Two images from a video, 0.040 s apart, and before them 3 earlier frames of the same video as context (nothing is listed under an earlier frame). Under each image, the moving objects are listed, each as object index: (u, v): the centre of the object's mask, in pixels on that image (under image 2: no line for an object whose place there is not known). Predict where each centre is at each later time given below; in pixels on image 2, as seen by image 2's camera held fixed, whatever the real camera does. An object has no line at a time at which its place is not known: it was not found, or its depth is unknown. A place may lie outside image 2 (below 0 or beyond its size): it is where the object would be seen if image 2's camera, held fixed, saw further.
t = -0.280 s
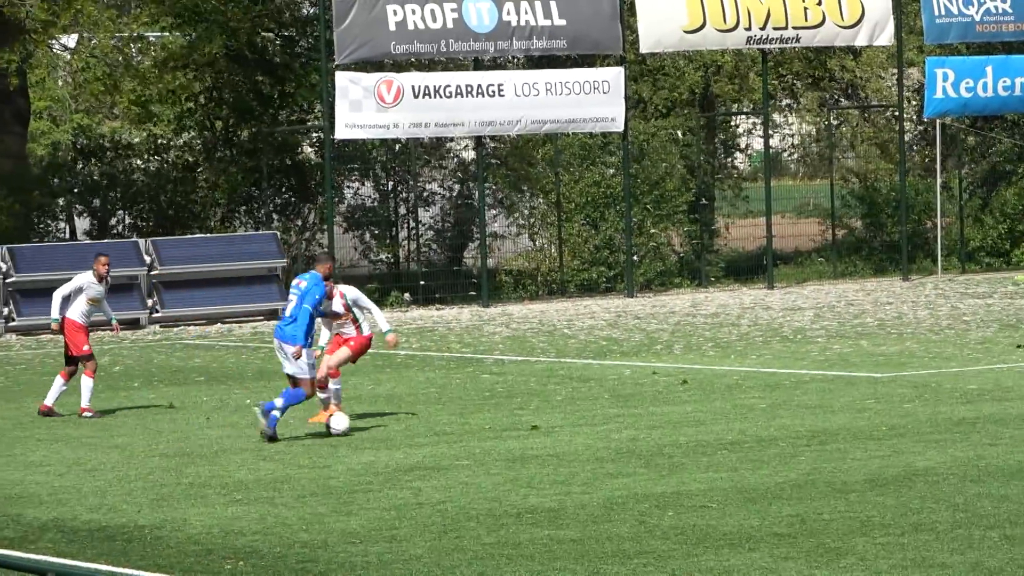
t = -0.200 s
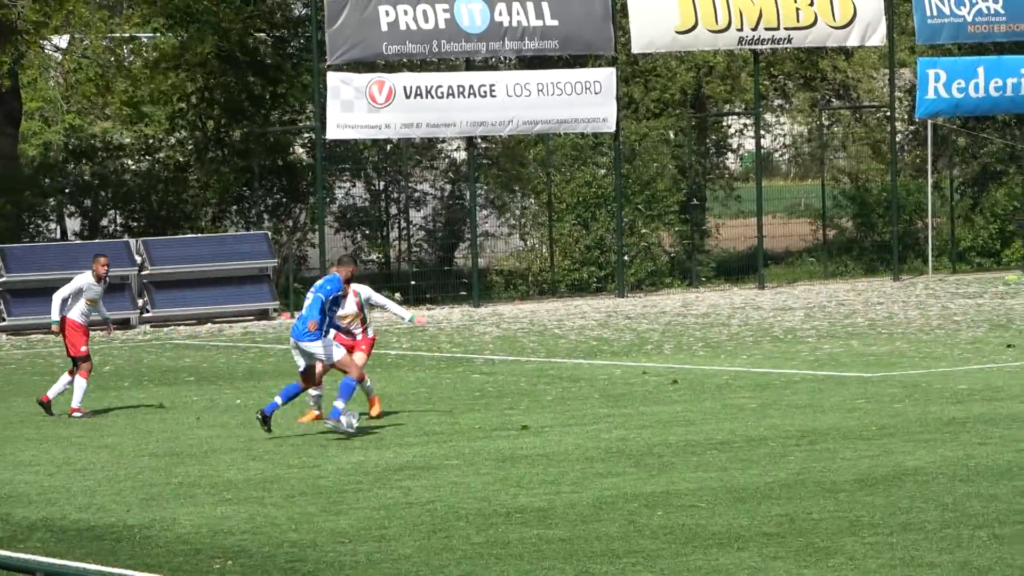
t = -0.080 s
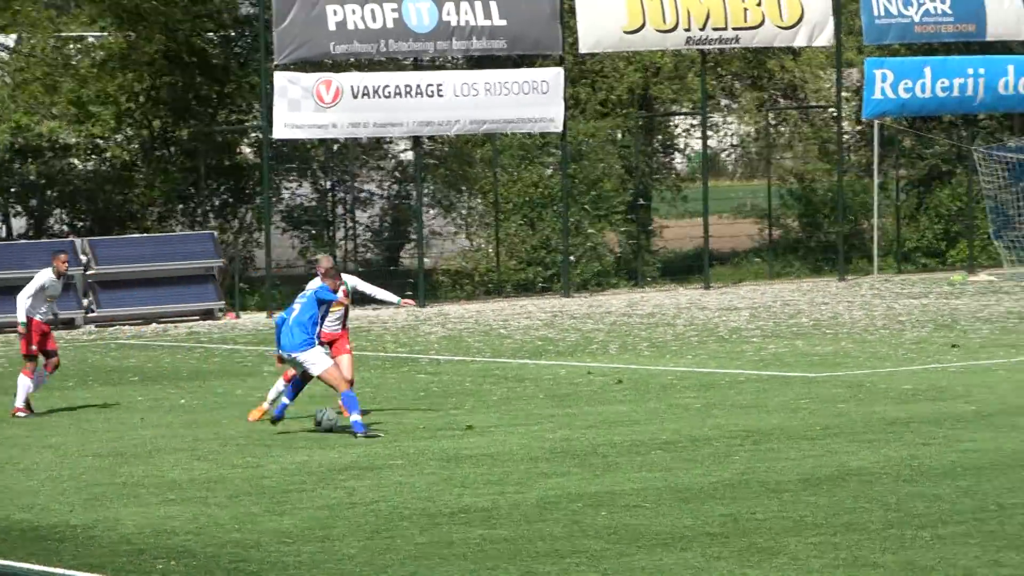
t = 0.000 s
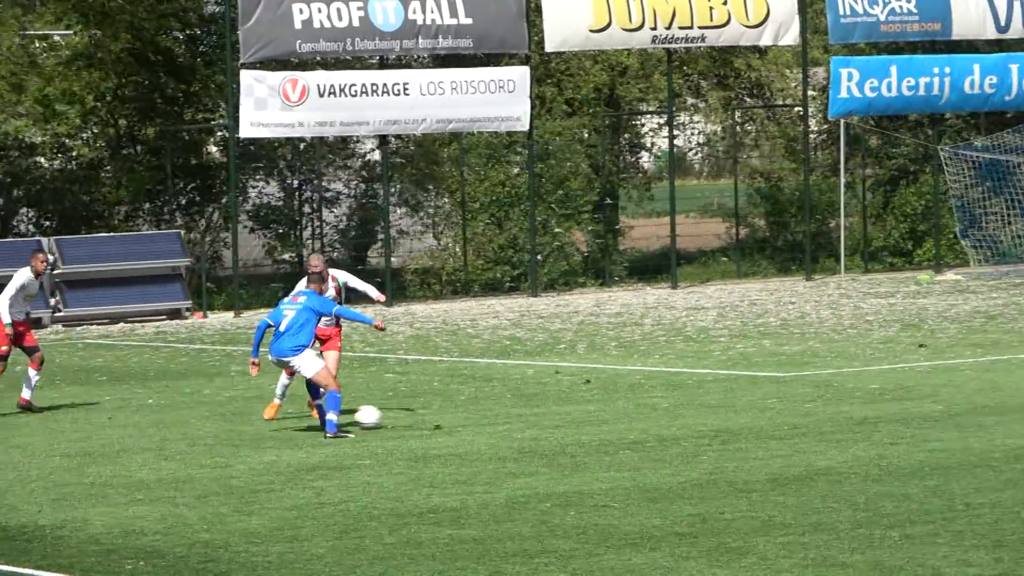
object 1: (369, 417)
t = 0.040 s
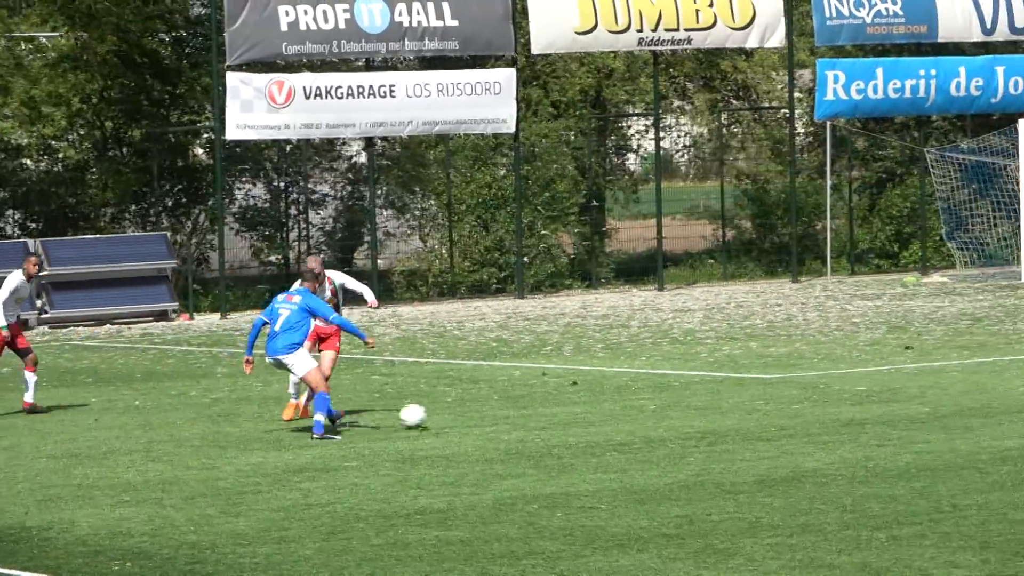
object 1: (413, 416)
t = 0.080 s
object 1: (470, 414)
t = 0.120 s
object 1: (526, 413)
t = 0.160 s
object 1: (580, 411)
